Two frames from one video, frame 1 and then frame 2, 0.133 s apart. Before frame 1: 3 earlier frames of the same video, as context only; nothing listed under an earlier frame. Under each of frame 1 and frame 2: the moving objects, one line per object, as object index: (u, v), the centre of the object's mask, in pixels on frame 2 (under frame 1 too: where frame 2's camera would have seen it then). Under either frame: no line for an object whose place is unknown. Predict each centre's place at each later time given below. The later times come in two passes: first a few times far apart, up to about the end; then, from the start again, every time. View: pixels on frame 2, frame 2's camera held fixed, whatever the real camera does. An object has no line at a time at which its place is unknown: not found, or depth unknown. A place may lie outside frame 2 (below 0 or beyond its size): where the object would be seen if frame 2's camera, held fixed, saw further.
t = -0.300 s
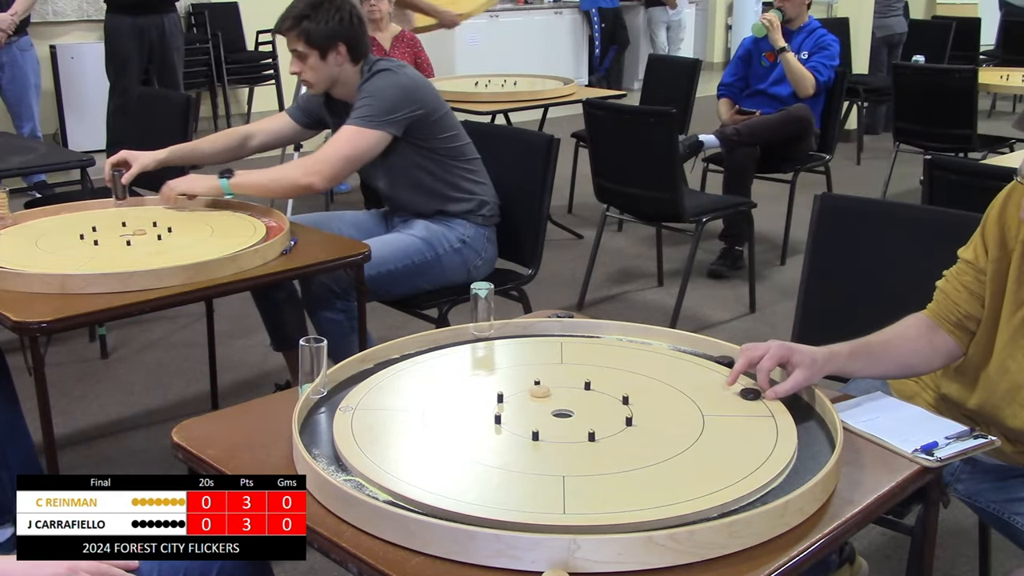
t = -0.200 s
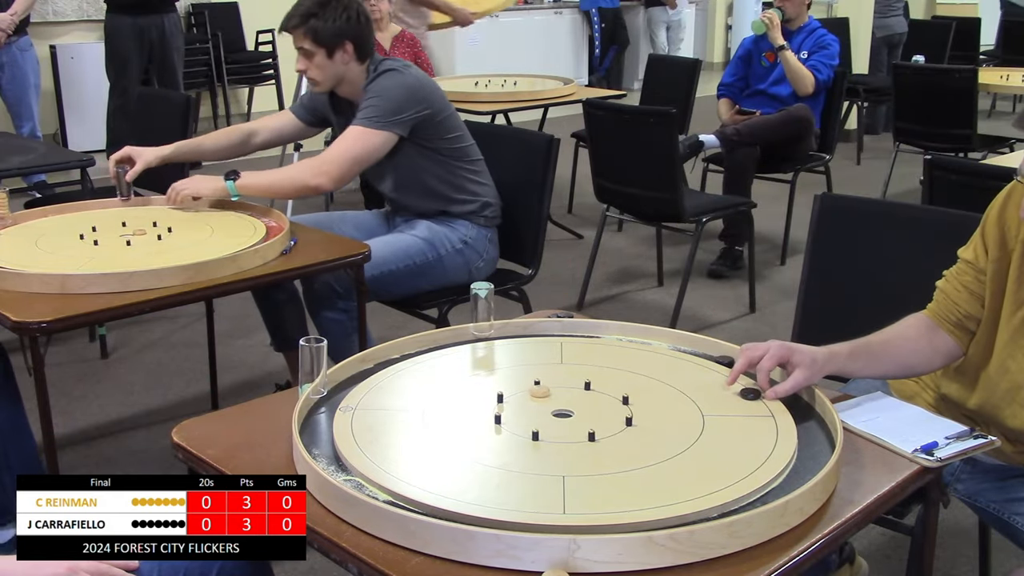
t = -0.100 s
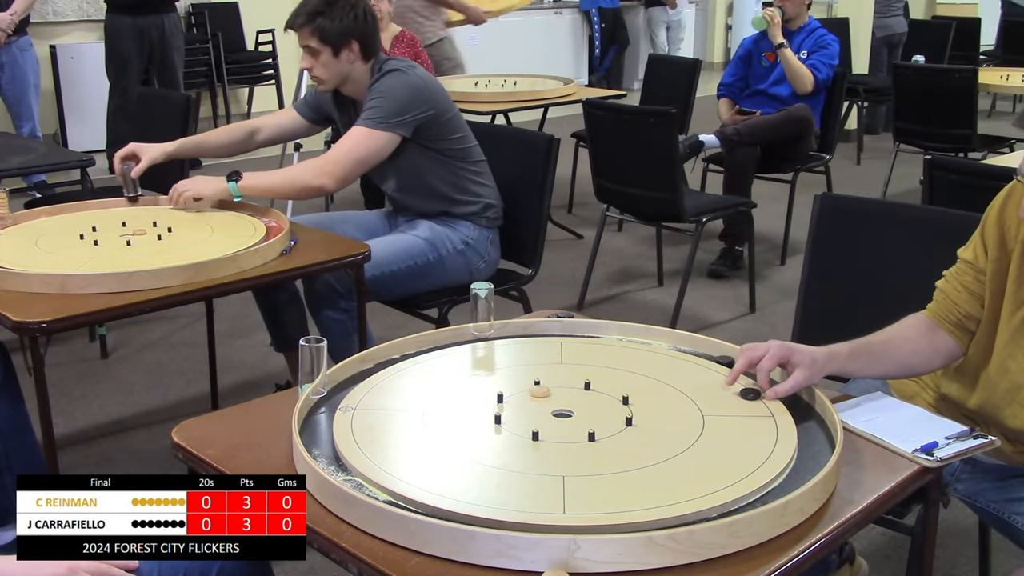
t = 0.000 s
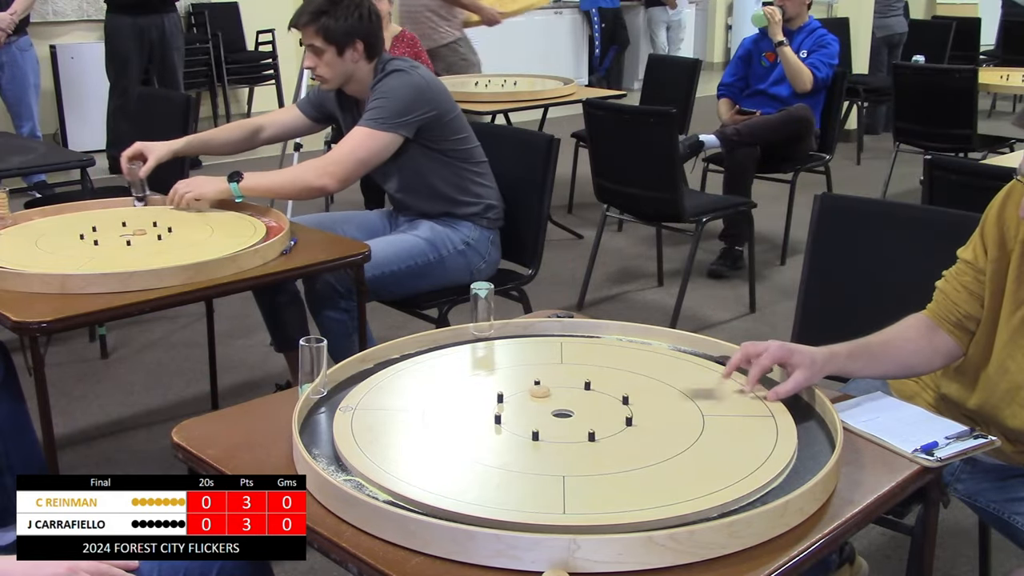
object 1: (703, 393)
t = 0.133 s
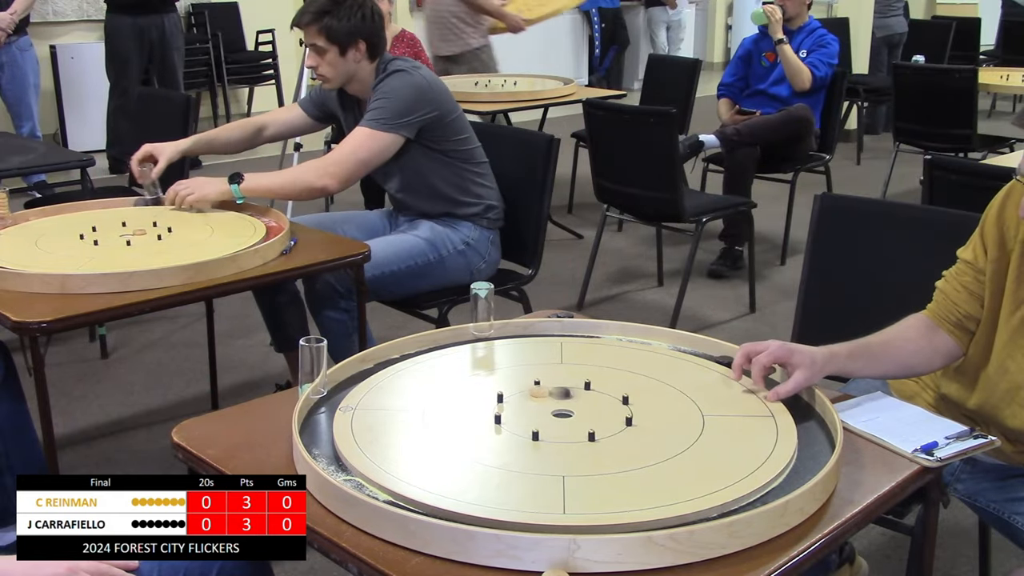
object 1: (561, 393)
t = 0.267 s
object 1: (547, 399)
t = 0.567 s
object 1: (529, 408)
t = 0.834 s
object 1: (526, 409)
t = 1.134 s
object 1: (526, 409)
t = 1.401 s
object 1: (525, 409)
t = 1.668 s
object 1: (525, 409)
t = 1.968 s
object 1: (525, 409)
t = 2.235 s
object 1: (525, 409)
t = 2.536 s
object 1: (525, 409)
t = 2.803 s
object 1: (525, 409)
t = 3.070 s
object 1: (525, 410)
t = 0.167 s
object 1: (557, 394)
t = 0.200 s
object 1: (554, 396)
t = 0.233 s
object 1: (551, 398)
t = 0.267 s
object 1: (547, 399)
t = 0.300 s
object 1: (545, 401)
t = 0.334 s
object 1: (542, 402)
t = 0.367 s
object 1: (539, 403)
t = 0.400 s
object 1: (537, 404)
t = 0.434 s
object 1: (535, 406)
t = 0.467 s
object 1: (533, 406)
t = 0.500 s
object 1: (532, 407)
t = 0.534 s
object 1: (530, 408)
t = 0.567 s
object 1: (529, 408)
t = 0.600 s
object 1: (528, 409)
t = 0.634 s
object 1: (527, 409)
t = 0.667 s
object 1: (527, 409)
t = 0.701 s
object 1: (527, 409)
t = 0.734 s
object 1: (527, 409)
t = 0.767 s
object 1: (526, 409)
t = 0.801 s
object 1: (526, 409)
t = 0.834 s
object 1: (526, 409)
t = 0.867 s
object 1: (526, 409)
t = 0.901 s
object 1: (526, 409)
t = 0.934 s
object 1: (526, 409)
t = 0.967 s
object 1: (526, 409)
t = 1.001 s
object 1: (526, 409)
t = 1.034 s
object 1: (526, 409)
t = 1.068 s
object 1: (526, 409)
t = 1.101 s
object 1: (525, 409)
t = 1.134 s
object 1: (526, 409)
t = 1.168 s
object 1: (526, 409)
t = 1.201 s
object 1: (525, 409)
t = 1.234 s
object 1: (526, 409)
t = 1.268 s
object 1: (525, 409)
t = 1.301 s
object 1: (526, 409)
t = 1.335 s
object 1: (525, 409)
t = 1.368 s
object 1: (525, 409)
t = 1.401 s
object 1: (525, 409)
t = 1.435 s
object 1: (525, 410)
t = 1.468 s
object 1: (525, 409)
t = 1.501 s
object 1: (525, 409)
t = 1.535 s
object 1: (525, 409)
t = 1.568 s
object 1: (525, 409)
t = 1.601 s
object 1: (525, 409)
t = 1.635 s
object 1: (526, 409)
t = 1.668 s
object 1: (525, 409)
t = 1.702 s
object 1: (525, 409)
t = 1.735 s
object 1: (525, 409)
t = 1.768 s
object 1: (526, 409)
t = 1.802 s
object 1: (525, 409)
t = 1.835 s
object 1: (525, 409)
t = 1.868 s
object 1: (525, 410)
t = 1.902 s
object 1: (525, 410)
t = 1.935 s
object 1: (525, 410)
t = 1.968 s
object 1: (525, 409)
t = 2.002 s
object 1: (525, 409)
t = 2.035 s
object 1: (525, 409)
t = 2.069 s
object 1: (525, 409)
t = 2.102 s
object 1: (526, 409)
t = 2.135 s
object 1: (526, 409)
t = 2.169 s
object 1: (525, 409)
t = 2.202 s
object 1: (525, 409)
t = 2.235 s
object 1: (525, 409)
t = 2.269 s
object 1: (525, 409)
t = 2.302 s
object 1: (525, 409)
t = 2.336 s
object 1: (525, 409)
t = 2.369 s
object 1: (525, 409)
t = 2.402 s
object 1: (525, 409)
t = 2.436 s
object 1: (525, 409)
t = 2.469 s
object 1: (525, 409)
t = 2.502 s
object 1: (525, 409)
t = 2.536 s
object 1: (525, 409)
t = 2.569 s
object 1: (526, 409)
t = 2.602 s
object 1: (525, 409)
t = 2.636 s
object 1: (525, 409)
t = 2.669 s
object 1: (525, 409)
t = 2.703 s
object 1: (525, 409)
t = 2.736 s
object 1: (525, 409)
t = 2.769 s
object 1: (525, 409)
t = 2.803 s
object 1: (525, 409)
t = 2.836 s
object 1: (525, 409)
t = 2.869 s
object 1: (525, 409)
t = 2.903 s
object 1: (525, 409)
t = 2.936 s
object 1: (525, 409)
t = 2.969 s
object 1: (525, 409)
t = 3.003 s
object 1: (525, 409)
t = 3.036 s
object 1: (525, 409)
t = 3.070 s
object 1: (525, 410)
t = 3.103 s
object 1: (526, 409)
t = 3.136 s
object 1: (525, 409)
